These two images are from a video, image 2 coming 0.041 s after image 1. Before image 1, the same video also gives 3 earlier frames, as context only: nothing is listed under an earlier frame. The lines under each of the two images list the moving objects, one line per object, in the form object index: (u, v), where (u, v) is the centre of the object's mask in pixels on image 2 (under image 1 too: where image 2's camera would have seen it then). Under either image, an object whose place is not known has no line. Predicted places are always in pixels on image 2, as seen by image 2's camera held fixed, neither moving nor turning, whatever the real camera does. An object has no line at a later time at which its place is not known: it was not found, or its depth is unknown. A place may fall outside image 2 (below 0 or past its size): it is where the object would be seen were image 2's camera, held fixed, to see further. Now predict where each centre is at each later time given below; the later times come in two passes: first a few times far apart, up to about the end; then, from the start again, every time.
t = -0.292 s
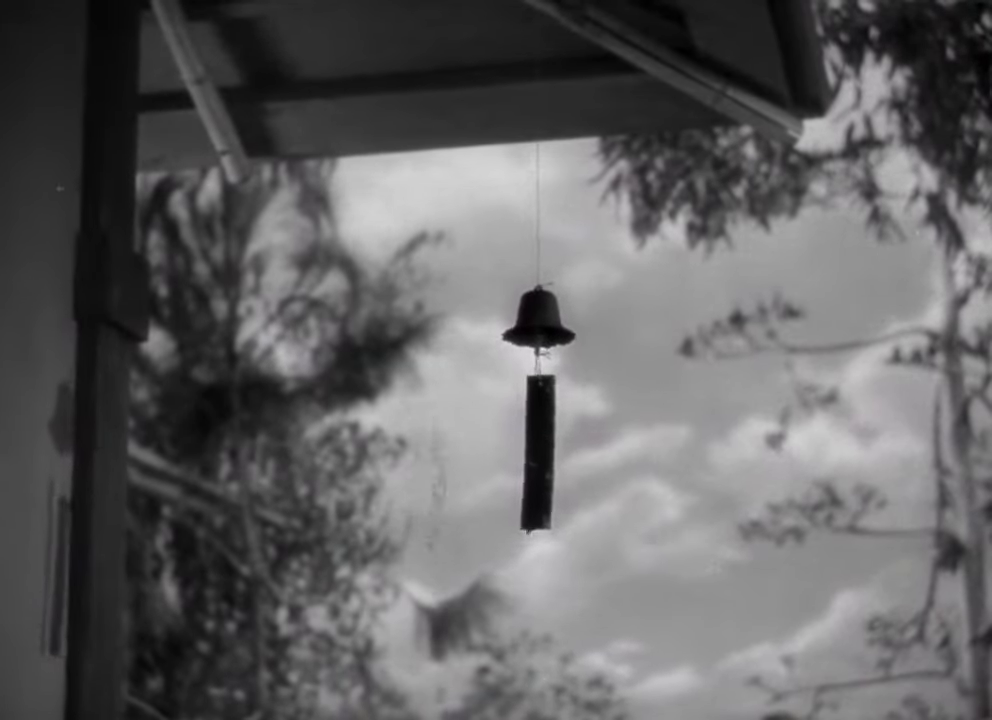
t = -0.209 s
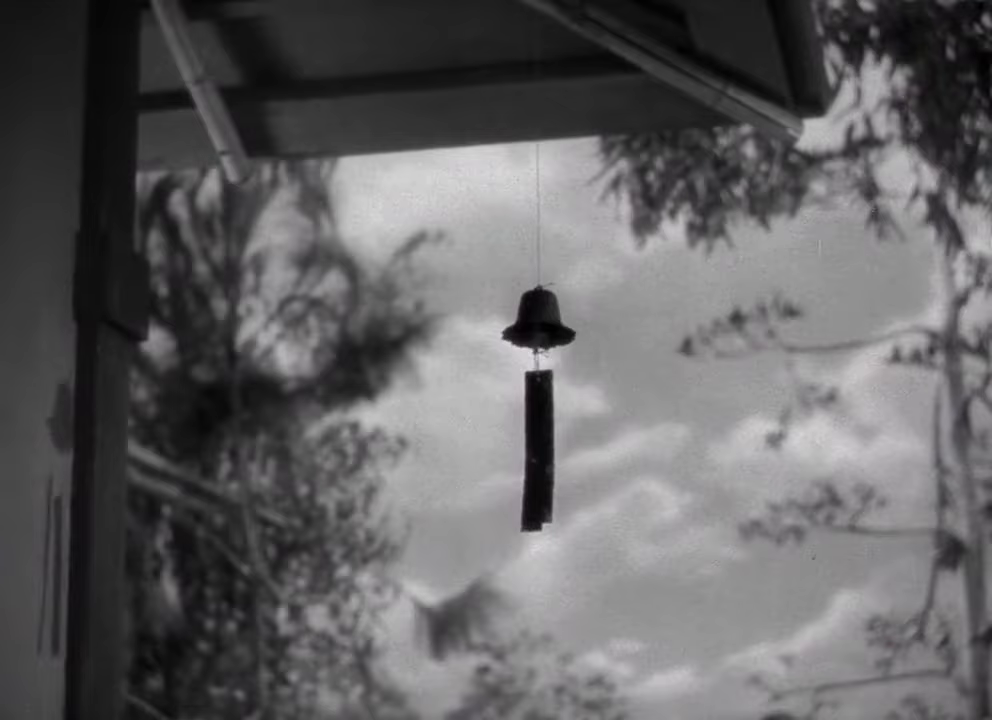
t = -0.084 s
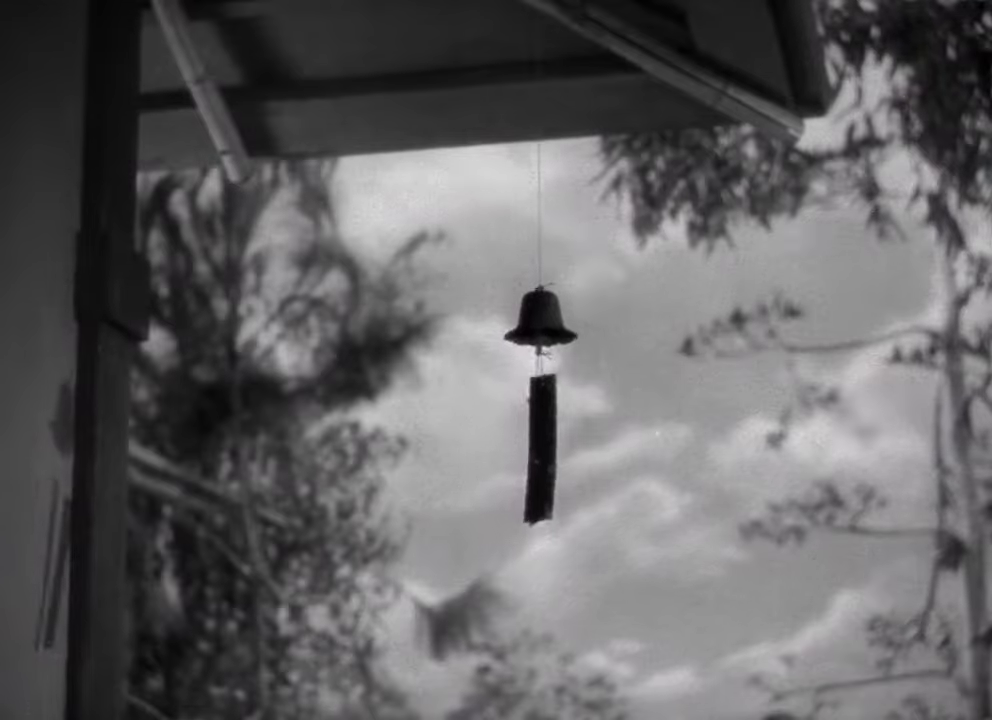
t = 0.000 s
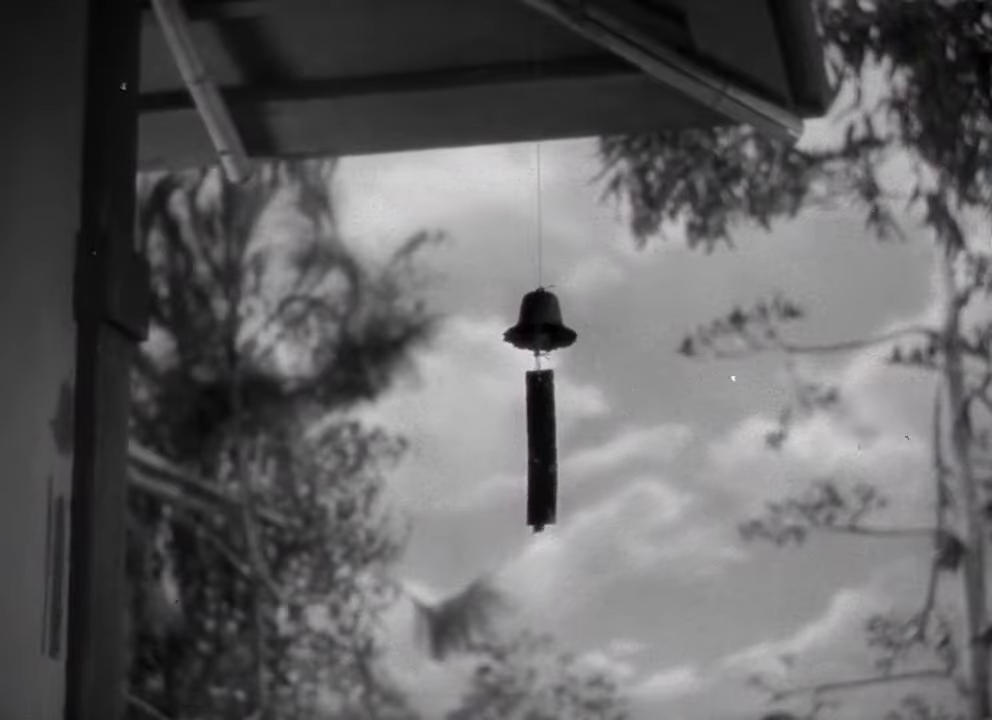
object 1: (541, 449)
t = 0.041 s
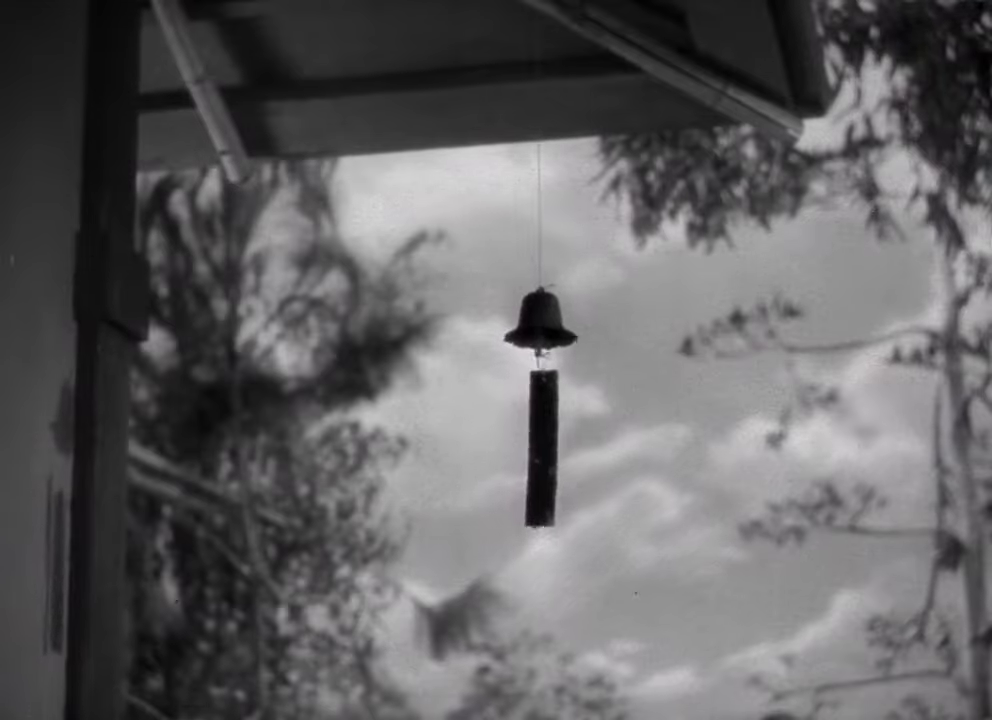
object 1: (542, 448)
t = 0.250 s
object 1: (543, 450)
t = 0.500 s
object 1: (539, 450)
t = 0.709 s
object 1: (537, 460)
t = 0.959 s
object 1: (541, 452)
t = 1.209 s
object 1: (540, 458)
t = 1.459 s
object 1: (544, 450)
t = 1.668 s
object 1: (553, 446)
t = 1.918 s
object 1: (542, 448)
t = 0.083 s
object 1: (543, 454)
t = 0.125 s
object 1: (542, 451)
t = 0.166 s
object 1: (541, 450)
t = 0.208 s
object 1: (542, 450)
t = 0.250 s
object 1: (543, 450)
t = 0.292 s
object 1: (542, 450)
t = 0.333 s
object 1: (540, 453)
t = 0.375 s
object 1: (540, 452)
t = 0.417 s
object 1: (541, 450)
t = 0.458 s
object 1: (540, 449)
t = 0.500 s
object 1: (539, 450)
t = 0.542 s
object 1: (538, 446)
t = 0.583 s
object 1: (539, 440)
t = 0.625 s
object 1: (539, 436)
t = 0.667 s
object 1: (537, 460)
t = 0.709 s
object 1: (537, 460)
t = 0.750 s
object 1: (537, 458)
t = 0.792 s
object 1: (537, 450)
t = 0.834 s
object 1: (539, 454)
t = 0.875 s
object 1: (540, 448)
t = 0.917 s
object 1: (541, 455)
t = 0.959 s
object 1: (541, 452)
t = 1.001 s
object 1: (544, 442)
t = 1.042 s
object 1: (542, 452)
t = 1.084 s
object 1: (541, 454)
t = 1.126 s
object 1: (539, 456)
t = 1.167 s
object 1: (539, 461)
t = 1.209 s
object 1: (540, 458)
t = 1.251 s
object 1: (539, 455)
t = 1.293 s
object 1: (538, 457)
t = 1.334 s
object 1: (538, 461)
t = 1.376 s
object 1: (540, 459)
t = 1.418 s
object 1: (542, 453)
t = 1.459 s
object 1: (544, 450)
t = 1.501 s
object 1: (544, 453)
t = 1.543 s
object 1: (547, 458)
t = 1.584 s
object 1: (550, 451)
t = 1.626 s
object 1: (552, 450)
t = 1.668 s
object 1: (553, 446)
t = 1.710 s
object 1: (551, 445)
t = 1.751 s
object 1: (558, 452)
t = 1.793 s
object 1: (547, 459)
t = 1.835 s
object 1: (545, 459)
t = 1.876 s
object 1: (544, 461)
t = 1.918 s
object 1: (542, 448)
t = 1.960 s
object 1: (540, 444)
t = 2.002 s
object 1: (537, 451)
